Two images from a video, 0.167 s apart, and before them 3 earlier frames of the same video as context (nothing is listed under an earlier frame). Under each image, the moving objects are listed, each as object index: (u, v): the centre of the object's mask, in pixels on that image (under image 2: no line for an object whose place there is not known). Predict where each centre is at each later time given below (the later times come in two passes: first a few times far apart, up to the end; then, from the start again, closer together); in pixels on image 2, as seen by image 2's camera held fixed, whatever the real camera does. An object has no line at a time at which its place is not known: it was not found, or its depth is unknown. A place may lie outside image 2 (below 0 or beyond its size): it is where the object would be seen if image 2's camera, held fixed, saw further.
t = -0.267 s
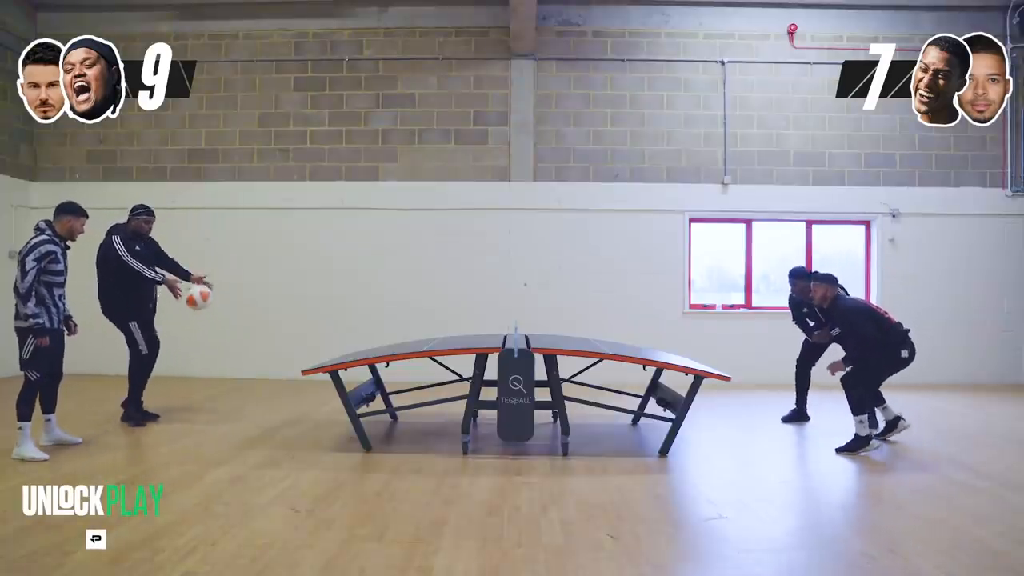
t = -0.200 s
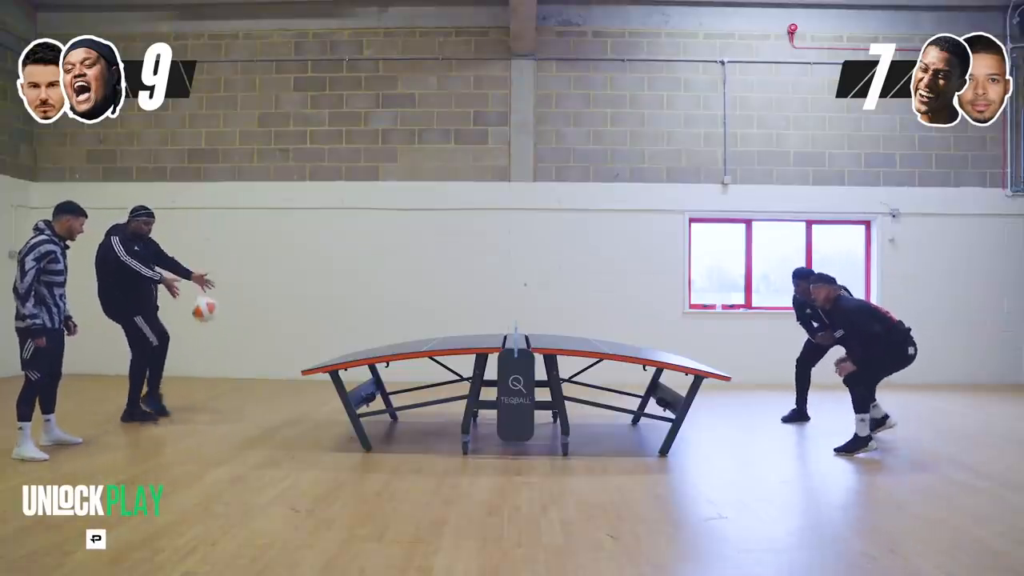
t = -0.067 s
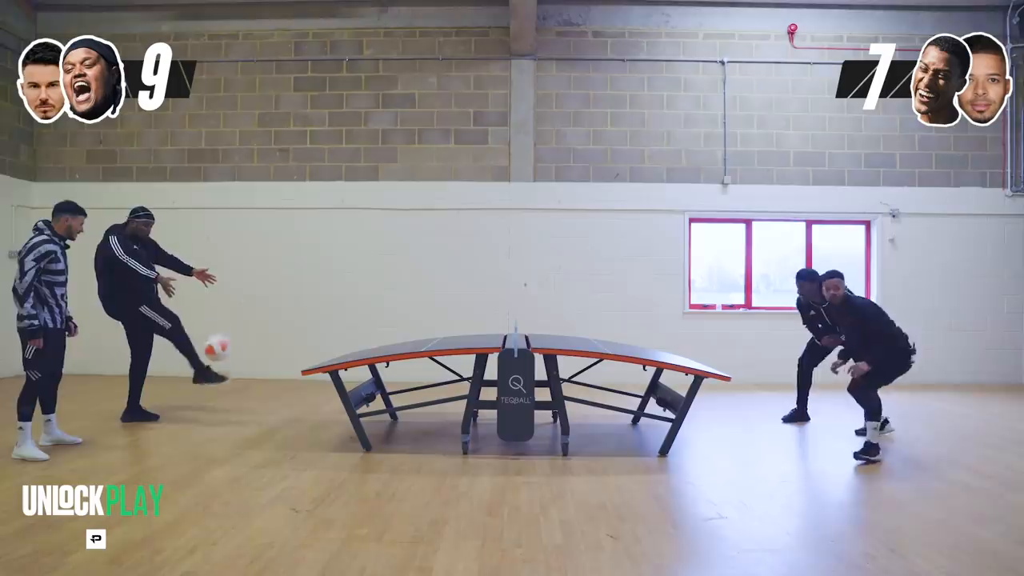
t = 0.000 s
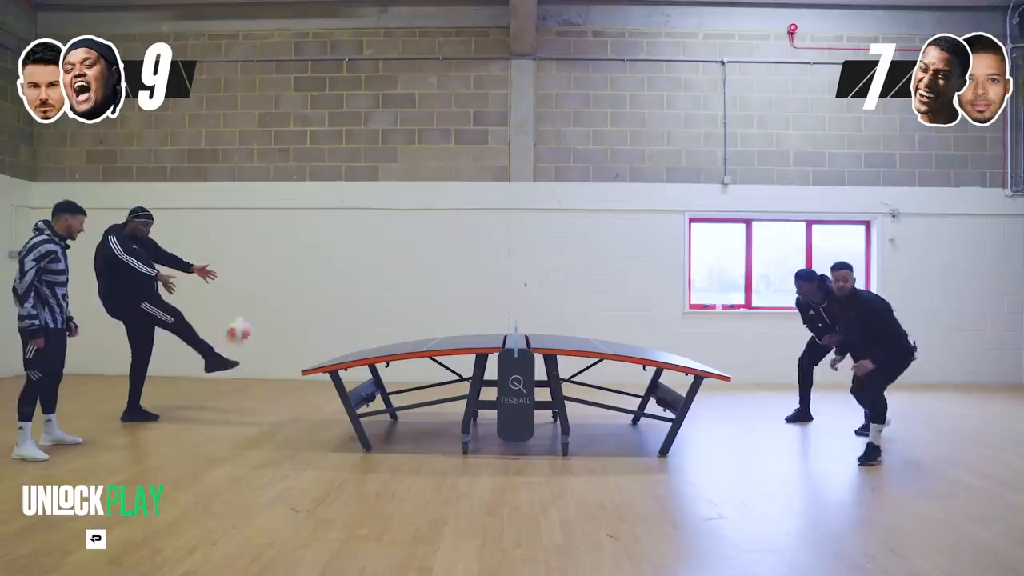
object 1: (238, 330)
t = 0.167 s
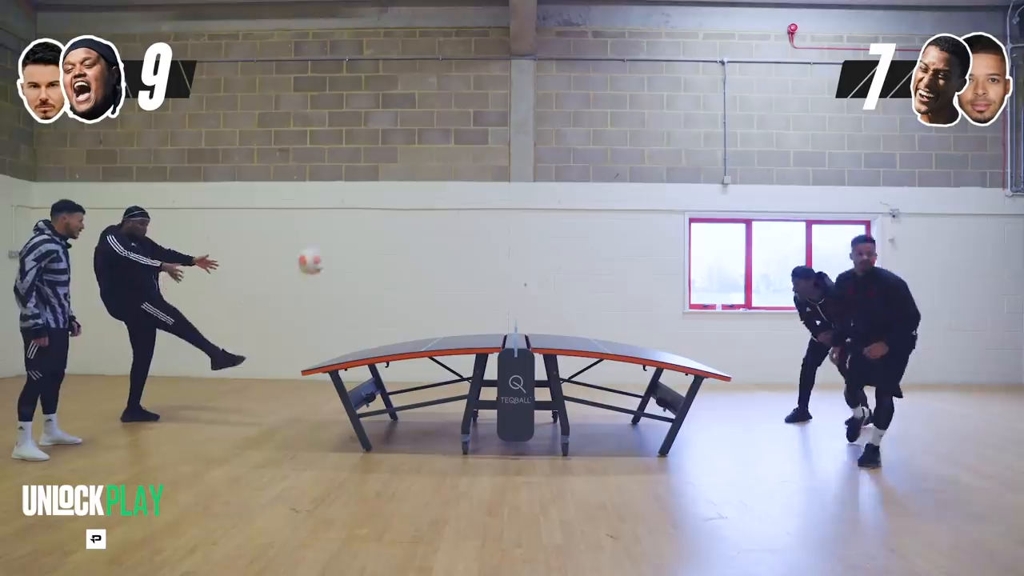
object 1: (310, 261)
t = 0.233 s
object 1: (340, 242)
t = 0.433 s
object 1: (425, 219)
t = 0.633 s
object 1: (508, 243)
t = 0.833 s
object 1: (589, 317)
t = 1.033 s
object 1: (660, 296)
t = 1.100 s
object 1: (684, 289)
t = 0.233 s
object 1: (340, 242)
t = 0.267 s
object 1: (354, 236)
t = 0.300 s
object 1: (368, 230)
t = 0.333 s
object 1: (382, 226)
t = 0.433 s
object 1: (425, 219)
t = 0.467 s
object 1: (438, 220)
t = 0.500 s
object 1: (453, 222)
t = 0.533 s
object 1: (466, 226)
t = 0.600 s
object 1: (495, 237)
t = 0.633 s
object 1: (508, 243)
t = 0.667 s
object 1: (522, 253)
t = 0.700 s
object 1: (536, 264)
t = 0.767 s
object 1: (563, 287)
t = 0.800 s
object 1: (577, 301)
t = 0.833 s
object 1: (589, 317)
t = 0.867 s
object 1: (602, 333)
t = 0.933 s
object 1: (626, 316)
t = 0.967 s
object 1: (637, 307)
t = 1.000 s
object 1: (649, 300)
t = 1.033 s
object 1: (660, 296)
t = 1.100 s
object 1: (684, 289)
